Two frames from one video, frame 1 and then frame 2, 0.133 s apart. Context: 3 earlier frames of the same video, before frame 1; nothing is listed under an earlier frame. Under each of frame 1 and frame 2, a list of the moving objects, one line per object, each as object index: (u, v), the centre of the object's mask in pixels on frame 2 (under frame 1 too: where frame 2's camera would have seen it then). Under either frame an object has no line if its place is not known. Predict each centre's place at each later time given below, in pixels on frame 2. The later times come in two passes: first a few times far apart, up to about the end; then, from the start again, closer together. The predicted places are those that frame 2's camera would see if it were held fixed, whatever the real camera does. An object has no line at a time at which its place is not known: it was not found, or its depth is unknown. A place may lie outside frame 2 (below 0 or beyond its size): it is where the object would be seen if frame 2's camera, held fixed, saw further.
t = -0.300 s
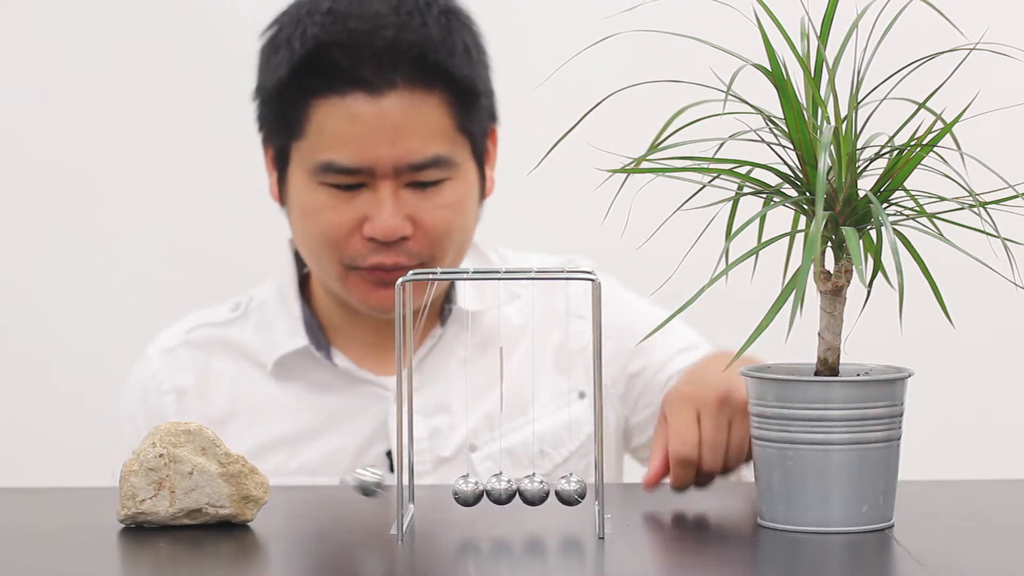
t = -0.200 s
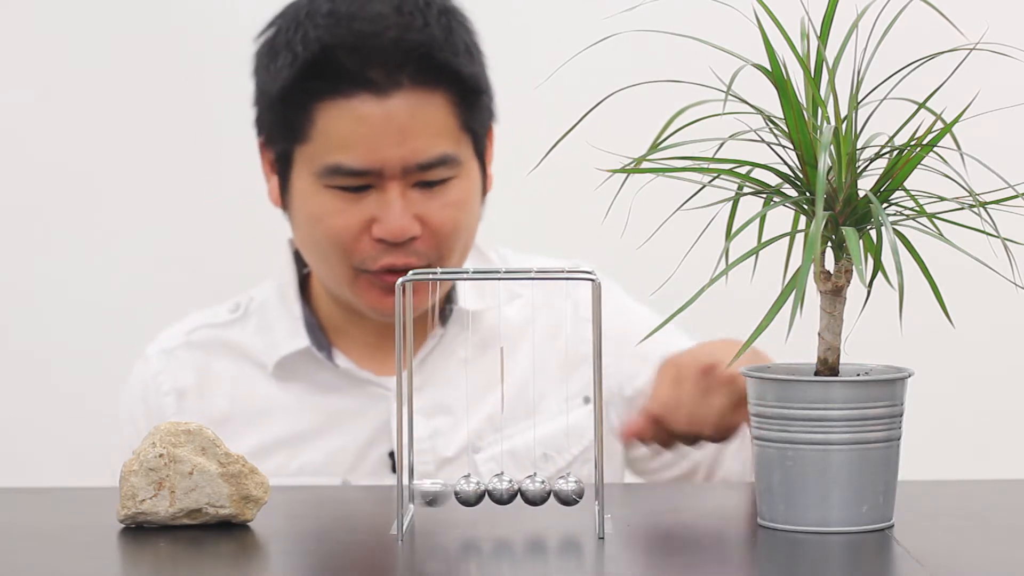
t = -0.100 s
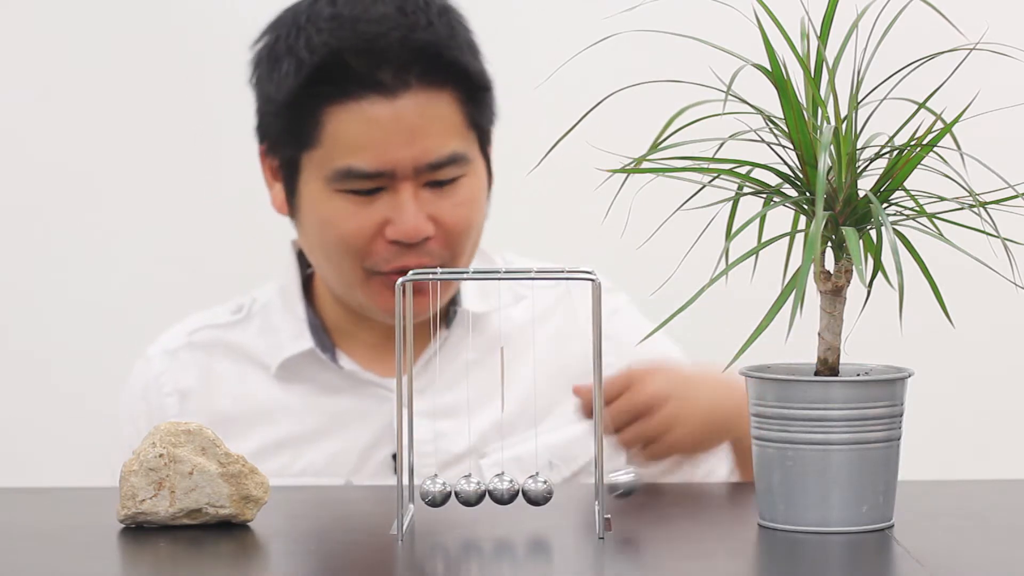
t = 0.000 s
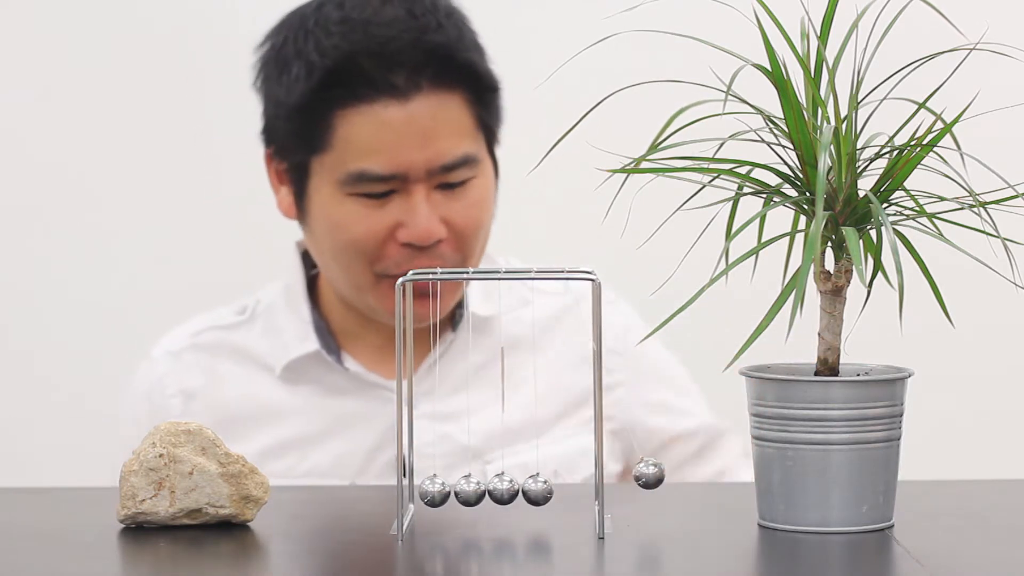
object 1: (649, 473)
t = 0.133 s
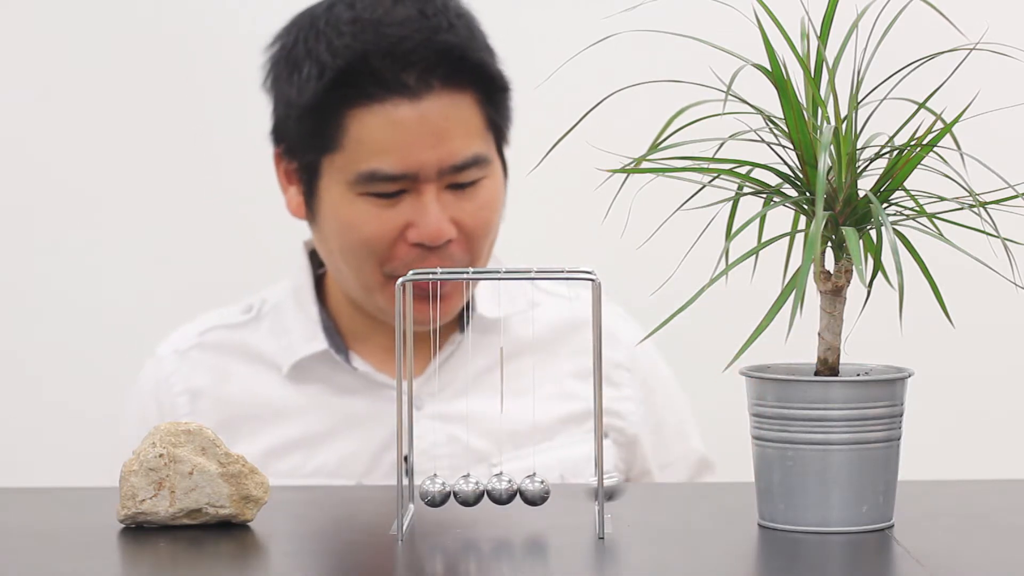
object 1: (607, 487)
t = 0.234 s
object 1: (567, 490)
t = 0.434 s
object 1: (569, 490)
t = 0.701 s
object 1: (631, 481)
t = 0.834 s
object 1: (634, 480)
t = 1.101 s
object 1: (566, 490)
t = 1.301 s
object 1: (567, 490)
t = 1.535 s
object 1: (637, 478)
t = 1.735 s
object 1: (567, 490)
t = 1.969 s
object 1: (565, 490)
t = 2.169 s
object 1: (588, 488)
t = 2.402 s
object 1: (615, 485)
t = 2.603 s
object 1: (563, 490)
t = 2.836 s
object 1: (565, 490)
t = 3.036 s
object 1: (622, 483)
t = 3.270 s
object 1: (567, 490)
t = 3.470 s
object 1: (560, 490)
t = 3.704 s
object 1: (585, 489)
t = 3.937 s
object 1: (606, 488)
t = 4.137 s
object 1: (562, 490)
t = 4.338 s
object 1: (562, 490)
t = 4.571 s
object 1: (614, 485)
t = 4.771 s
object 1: (577, 490)
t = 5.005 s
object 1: (562, 490)
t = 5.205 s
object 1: (574, 490)
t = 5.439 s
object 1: (605, 487)
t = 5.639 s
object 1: (565, 490)
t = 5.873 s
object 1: (563, 490)
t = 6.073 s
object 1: (597, 488)
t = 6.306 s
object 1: (574, 490)
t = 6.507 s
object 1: (558, 490)
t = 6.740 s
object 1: (574, 490)
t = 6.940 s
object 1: (603, 488)
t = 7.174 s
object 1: (561, 490)
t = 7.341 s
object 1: (557, 490)
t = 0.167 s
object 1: (581, 490)
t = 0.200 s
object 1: (567, 490)
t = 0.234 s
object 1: (567, 490)
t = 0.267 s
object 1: (568, 490)
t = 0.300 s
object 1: (569, 490)
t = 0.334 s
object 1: (569, 490)
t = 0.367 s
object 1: (570, 490)
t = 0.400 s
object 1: (570, 490)
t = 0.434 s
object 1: (569, 490)
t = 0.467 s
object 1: (569, 490)
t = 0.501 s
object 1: (569, 490)
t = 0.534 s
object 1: (568, 490)
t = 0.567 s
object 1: (568, 490)
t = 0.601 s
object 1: (580, 490)
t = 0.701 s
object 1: (631, 481)
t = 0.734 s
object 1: (640, 477)
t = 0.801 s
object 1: (641, 477)
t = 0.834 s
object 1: (634, 480)
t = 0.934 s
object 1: (582, 490)
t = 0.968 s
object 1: (567, 490)
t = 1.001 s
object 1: (566, 490)
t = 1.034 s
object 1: (566, 490)
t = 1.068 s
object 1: (566, 490)
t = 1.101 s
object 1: (566, 490)
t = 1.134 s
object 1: (566, 490)
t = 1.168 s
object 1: (566, 490)
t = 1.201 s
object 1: (566, 490)
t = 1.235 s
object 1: (566, 490)
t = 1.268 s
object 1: (566, 490)
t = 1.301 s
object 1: (567, 490)
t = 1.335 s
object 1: (567, 490)
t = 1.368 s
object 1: (577, 490)
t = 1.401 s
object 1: (595, 489)
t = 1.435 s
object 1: (615, 485)
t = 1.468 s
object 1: (627, 482)
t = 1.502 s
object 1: (634, 479)
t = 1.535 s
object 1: (637, 478)
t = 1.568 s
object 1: (635, 478)
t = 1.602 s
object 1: (629, 481)
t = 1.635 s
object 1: (620, 484)
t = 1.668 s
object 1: (604, 488)
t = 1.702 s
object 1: (582, 490)
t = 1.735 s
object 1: (567, 490)
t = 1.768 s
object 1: (566, 490)
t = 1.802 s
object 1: (566, 490)
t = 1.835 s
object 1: (565, 490)
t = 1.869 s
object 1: (565, 490)
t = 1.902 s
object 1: (565, 490)
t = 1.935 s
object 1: (565, 490)
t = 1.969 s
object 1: (565, 490)
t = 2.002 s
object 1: (565, 490)
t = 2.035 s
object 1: (566, 490)
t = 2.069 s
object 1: (566, 490)
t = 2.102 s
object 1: (567, 490)
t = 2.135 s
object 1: (575, 490)
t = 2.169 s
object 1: (588, 488)
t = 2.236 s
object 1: (620, 484)
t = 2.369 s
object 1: (624, 483)
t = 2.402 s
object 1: (615, 485)
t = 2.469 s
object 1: (582, 490)
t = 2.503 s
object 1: (567, 490)
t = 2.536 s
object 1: (566, 490)
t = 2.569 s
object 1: (564, 490)
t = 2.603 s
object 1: (563, 490)
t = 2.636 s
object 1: (563, 490)
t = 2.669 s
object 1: (562, 490)
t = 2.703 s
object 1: (562, 490)
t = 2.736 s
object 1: (562, 490)
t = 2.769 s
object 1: (563, 490)
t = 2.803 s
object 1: (564, 490)
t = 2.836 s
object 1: (565, 490)
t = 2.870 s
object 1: (567, 490)
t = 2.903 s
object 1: (575, 490)
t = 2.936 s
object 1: (587, 488)
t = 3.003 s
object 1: (616, 485)
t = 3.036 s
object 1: (622, 483)
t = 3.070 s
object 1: (625, 482)
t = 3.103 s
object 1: (624, 482)
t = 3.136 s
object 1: (619, 484)
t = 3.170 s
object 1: (613, 486)
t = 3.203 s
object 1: (596, 489)
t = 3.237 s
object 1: (581, 490)
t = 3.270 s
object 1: (567, 490)
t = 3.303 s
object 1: (565, 490)
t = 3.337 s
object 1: (564, 490)
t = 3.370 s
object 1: (562, 490)
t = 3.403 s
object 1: (561, 490)
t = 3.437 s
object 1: (560, 490)
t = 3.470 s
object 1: (560, 490)
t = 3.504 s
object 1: (561, 490)
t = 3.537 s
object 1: (562, 490)
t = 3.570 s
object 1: (563, 490)
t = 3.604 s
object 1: (565, 490)
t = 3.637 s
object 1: (566, 490)
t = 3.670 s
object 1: (574, 490)
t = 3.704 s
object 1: (585, 489)
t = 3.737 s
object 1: (597, 489)
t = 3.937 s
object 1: (606, 488)
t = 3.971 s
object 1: (588, 488)
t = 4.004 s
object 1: (580, 490)
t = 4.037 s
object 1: (567, 490)
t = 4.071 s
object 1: (565, 490)
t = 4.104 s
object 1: (563, 490)
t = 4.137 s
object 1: (562, 490)
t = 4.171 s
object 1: (561, 490)
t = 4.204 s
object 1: (560, 490)
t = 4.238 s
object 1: (560, 490)
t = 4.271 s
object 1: (560, 490)
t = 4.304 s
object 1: (561, 490)
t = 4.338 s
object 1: (562, 490)
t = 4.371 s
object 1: (564, 490)
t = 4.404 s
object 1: (566, 490)
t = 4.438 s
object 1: (574, 490)
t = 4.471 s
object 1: (585, 489)
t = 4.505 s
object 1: (597, 488)
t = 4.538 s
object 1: (608, 487)
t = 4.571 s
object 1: (614, 485)
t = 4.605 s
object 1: (616, 484)
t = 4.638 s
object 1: (615, 485)
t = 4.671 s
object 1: (612, 486)
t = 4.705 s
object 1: (603, 487)
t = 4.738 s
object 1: (587, 489)
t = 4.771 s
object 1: (577, 490)
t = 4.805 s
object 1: (567, 490)
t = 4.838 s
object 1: (566, 490)
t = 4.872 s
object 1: (564, 490)
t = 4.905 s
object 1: (563, 490)
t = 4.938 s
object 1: (563, 490)
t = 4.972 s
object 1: (562, 490)
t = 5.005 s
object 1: (562, 490)
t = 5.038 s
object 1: (562, 490)
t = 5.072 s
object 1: (563, 490)
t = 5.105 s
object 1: (563, 490)
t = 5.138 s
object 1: (565, 490)
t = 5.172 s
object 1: (566, 490)
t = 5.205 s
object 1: (574, 490)
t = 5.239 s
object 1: (584, 489)
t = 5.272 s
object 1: (594, 488)
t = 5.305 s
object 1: (605, 488)
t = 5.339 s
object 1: (612, 486)
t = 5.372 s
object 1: (613, 485)
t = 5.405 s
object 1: (613, 485)
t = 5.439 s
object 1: (605, 487)
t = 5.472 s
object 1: (596, 488)
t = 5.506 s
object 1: (585, 489)
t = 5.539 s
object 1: (576, 490)
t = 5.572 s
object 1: (567, 490)
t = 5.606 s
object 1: (566, 490)
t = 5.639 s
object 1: (565, 490)
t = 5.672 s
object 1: (564, 490)
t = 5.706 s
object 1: (563, 490)
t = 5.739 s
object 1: (562, 490)
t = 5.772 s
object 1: (562, 490)
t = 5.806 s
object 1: (562, 490)
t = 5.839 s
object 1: (563, 490)
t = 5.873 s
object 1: (563, 490)
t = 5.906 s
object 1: (564, 490)
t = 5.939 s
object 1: (566, 490)
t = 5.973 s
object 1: (574, 490)
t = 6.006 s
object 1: (583, 490)
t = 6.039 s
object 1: (588, 488)
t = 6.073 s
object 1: (597, 488)
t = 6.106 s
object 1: (606, 487)
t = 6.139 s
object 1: (607, 486)
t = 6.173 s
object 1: (606, 487)
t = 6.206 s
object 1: (603, 488)
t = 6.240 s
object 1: (592, 488)
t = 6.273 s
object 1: (584, 490)
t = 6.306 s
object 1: (574, 490)
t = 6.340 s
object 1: (567, 490)
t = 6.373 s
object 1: (565, 490)
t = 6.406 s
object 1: (562, 490)
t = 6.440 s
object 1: (560, 490)
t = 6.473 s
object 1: (559, 490)
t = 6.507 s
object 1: (558, 490)
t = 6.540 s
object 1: (558, 490)
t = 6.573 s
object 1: (558, 490)
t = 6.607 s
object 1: (559, 490)
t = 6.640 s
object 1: (561, 490)
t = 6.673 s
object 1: (563, 490)
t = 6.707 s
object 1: (566, 490)
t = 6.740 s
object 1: (574, 490)
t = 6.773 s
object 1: (583, 490)
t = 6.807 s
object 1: (588, 489)
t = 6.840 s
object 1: (597, 488)
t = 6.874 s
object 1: (603, 488)
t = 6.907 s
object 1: (603, 487)
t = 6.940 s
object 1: (603, 488)
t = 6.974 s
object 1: (596, 488)
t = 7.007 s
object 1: (587, 489)
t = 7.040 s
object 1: (582, 490)
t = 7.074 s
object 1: (573, 490)
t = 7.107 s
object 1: (567, 490)
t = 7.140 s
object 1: (564, 490)
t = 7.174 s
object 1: (561, 490)
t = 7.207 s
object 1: (559, 490)
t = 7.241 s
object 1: (557, 490)
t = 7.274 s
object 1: (556, 490)
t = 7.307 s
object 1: (556, 490)
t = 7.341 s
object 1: (557, 490)
